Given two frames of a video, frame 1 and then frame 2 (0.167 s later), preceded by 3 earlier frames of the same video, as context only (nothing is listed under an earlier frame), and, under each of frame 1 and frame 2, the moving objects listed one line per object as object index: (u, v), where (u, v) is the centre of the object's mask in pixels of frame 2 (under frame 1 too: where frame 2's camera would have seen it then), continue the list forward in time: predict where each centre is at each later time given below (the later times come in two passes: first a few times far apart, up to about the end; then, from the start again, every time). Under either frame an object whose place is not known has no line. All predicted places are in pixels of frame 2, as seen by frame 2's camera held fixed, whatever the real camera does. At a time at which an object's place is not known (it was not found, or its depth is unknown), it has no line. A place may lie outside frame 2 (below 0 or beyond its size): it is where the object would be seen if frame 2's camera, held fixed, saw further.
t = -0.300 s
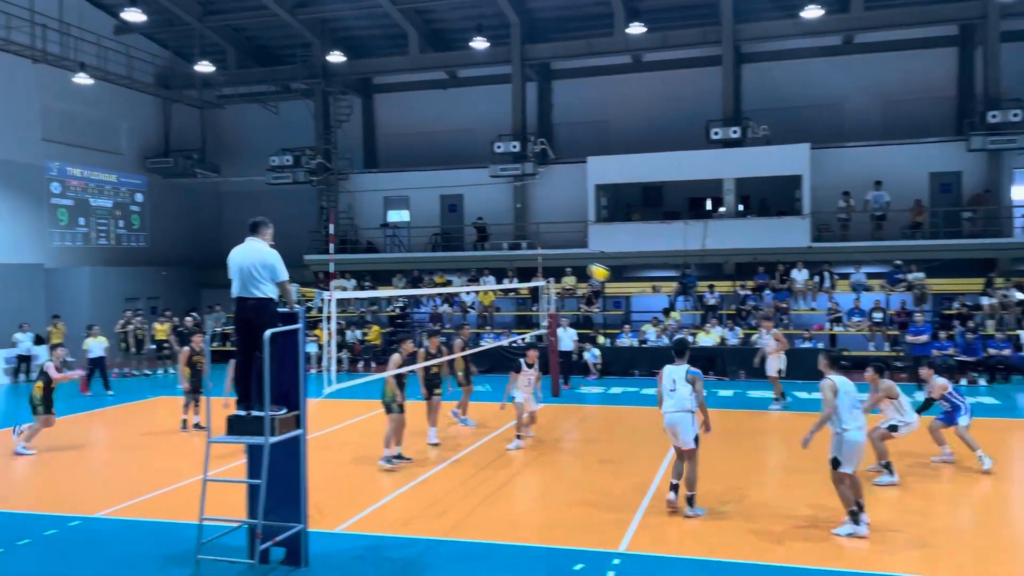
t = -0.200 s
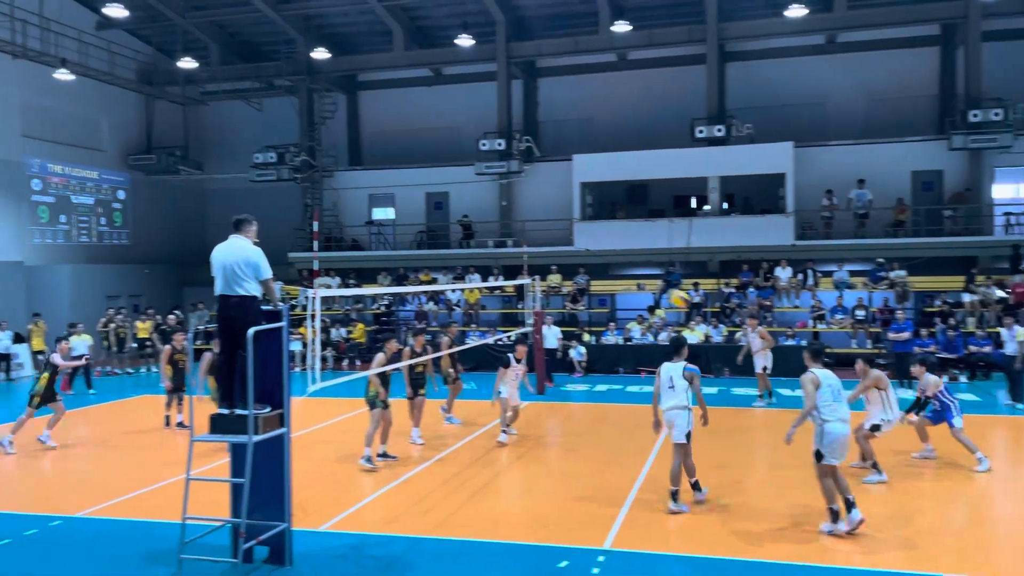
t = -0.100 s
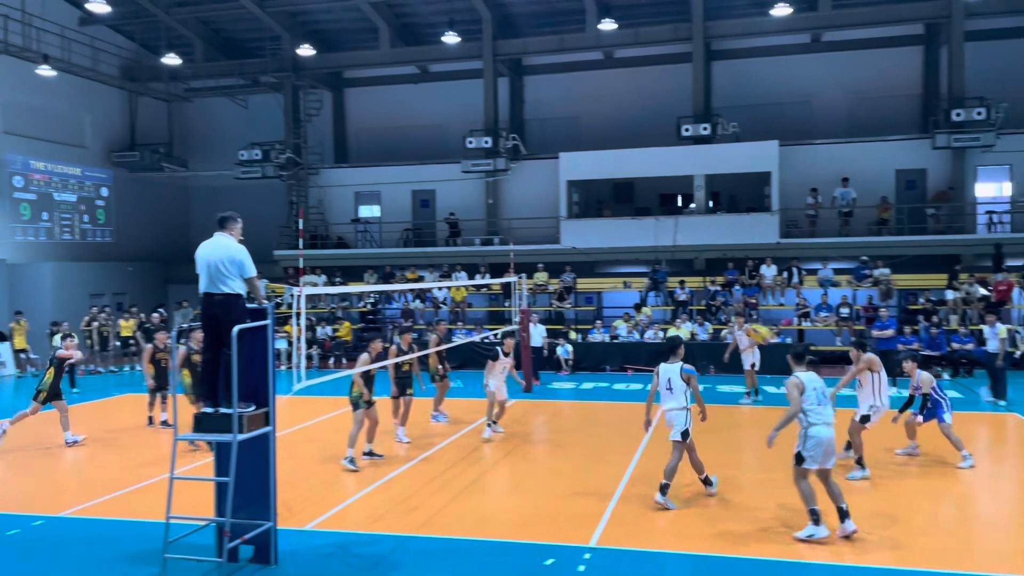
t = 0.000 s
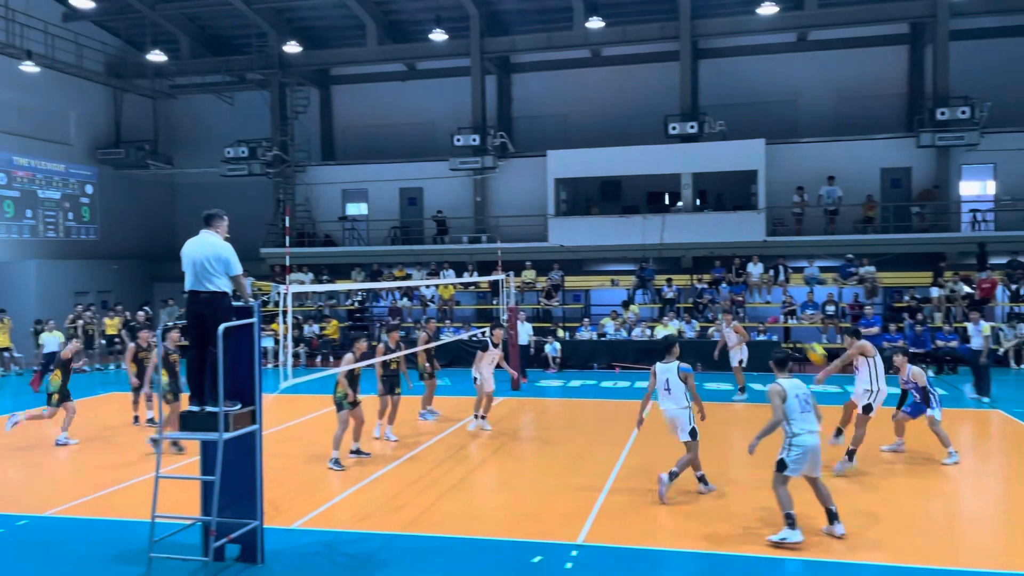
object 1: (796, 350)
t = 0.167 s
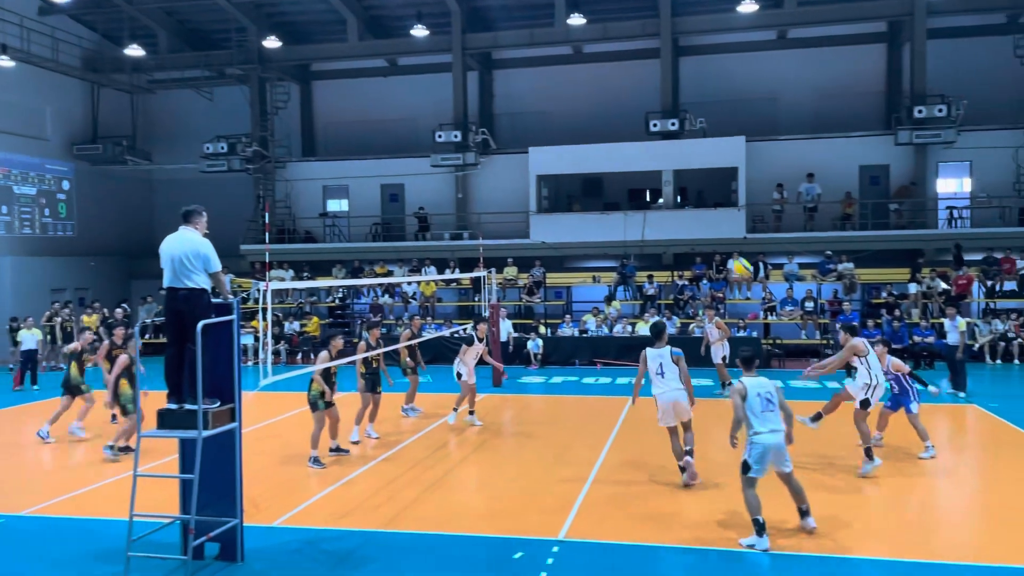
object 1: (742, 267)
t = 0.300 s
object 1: (701, 220)
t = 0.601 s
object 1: (617, 164)
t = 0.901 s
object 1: (543, 174)
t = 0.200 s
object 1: (731, 253)
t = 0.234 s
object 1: (722, 242)
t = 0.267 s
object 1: (712, 230)
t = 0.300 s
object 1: (701, 220)
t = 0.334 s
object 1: (692, 210)
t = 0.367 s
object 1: (682, 201)
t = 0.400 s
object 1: (672, 194)
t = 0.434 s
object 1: (662, 187)
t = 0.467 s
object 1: (653, 180)
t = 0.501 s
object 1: (644, 175)
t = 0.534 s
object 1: (635, 171)
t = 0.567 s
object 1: (626, 167)
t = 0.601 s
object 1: (617, 164)
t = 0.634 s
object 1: (608, 162)
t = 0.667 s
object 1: (600, 162)
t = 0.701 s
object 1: (591, 161)
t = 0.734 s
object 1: (582, 161)
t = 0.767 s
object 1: (574, 162)
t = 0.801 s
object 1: (566, 164)
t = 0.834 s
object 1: (559, 166)
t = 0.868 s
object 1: (551, 170)
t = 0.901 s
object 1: (543, 174)
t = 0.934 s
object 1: (535, 179)
